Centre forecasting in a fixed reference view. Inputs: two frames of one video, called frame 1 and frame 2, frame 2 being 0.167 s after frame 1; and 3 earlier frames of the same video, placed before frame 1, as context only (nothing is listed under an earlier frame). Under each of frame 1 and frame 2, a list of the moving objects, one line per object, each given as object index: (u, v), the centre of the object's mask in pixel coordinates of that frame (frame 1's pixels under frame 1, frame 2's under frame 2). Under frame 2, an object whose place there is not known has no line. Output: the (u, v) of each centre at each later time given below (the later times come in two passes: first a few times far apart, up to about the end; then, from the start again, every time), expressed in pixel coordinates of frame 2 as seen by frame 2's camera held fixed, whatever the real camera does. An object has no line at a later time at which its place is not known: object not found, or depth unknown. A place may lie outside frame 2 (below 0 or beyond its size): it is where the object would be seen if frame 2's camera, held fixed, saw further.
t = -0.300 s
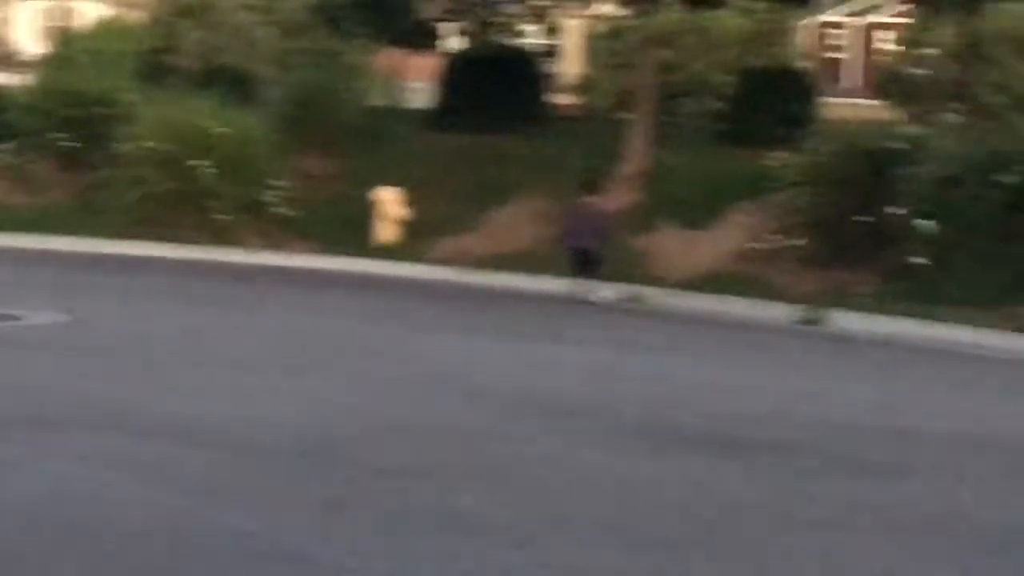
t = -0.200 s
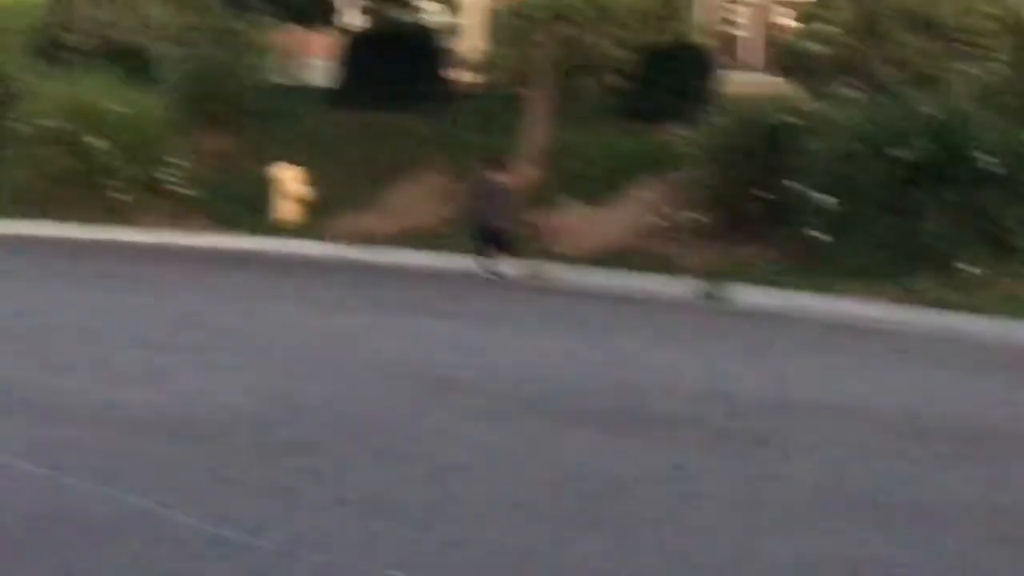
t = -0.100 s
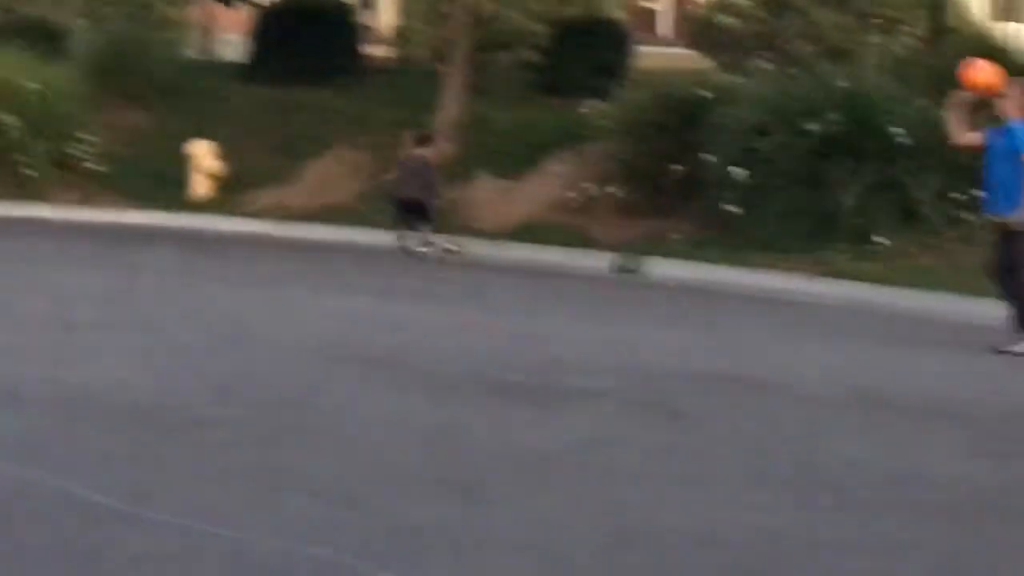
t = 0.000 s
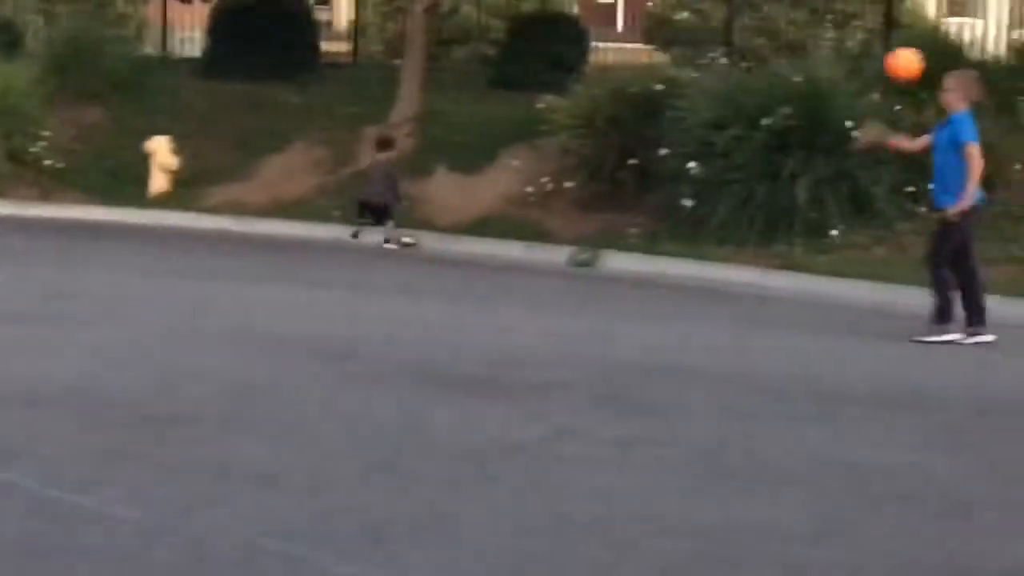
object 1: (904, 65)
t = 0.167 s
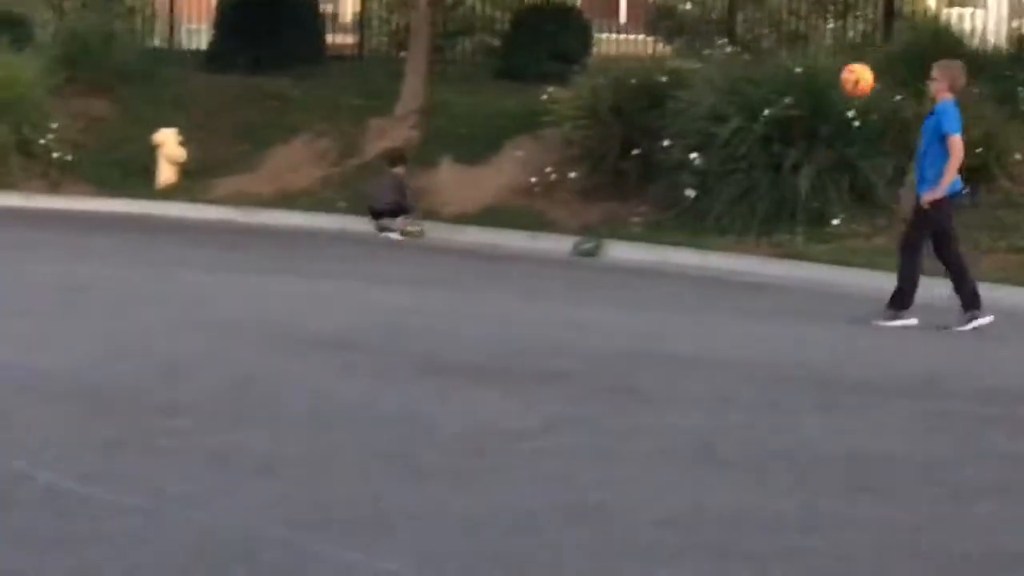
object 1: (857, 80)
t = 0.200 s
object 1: (847, 90)
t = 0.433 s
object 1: (776, 219)
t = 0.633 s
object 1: (747, 241)
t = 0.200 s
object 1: (847, 90)
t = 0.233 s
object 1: (838, 103)
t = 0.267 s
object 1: (828, 118)
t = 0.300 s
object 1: (818, 133)
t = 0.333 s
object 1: (807, 151)
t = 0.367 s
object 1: (797, 172)
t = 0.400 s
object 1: (787, 193)
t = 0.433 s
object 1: (776, 219)
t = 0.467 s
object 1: (766, 241)
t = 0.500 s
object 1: (756, 270)
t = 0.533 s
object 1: (746, 295)
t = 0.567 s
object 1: (745, 283)
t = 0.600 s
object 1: (745, 260)
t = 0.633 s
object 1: (747, 241)
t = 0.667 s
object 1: (748, 224)
